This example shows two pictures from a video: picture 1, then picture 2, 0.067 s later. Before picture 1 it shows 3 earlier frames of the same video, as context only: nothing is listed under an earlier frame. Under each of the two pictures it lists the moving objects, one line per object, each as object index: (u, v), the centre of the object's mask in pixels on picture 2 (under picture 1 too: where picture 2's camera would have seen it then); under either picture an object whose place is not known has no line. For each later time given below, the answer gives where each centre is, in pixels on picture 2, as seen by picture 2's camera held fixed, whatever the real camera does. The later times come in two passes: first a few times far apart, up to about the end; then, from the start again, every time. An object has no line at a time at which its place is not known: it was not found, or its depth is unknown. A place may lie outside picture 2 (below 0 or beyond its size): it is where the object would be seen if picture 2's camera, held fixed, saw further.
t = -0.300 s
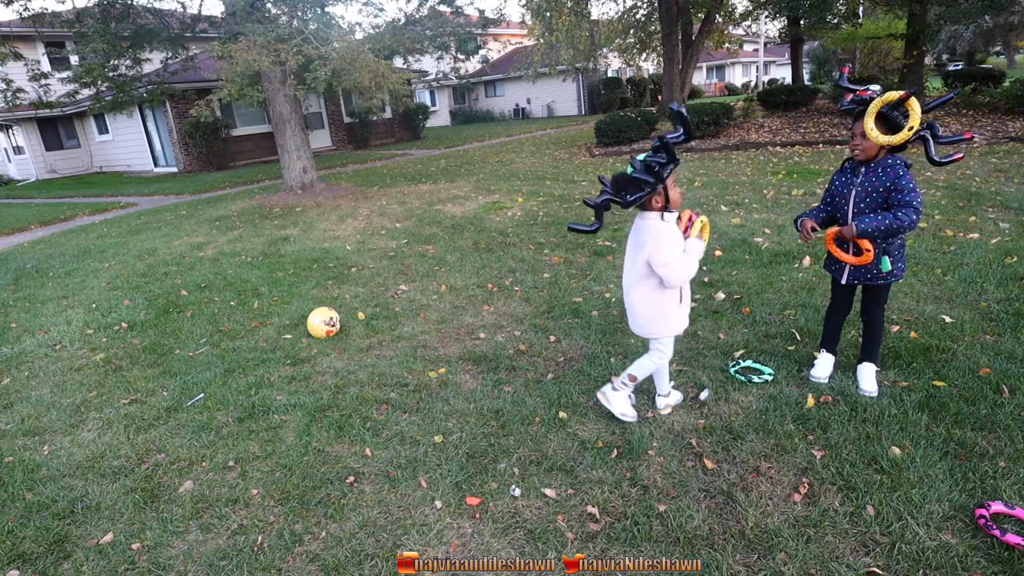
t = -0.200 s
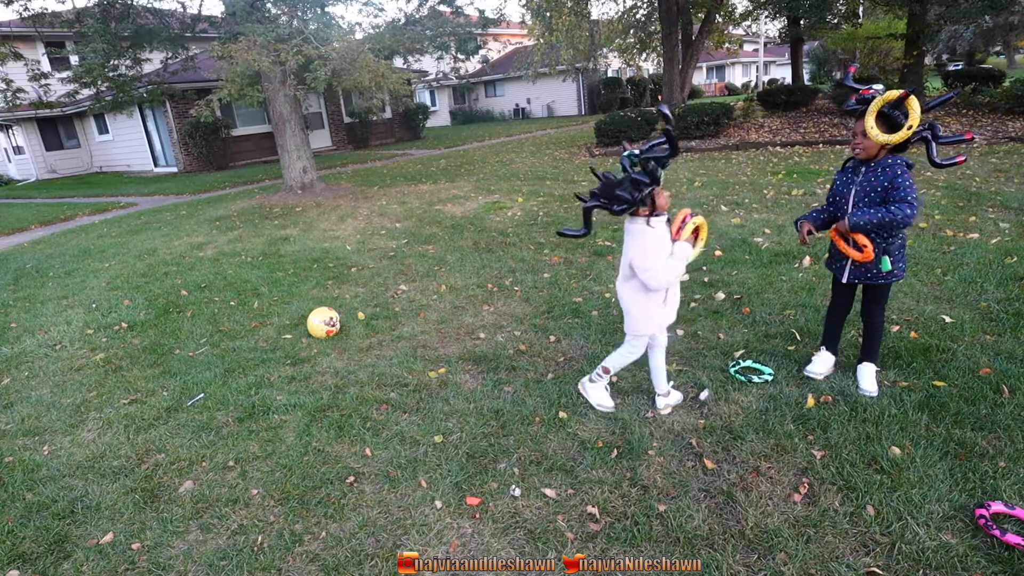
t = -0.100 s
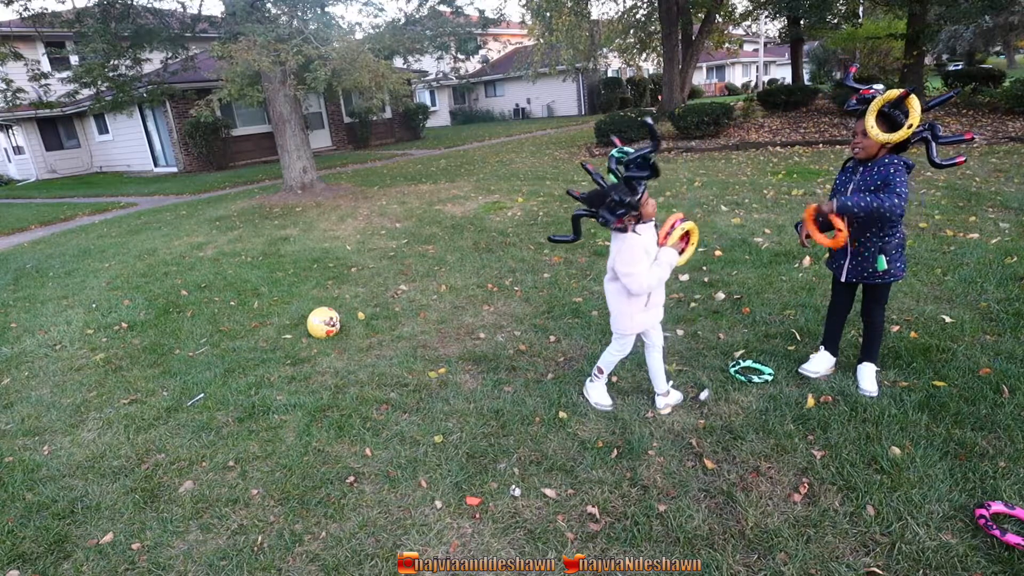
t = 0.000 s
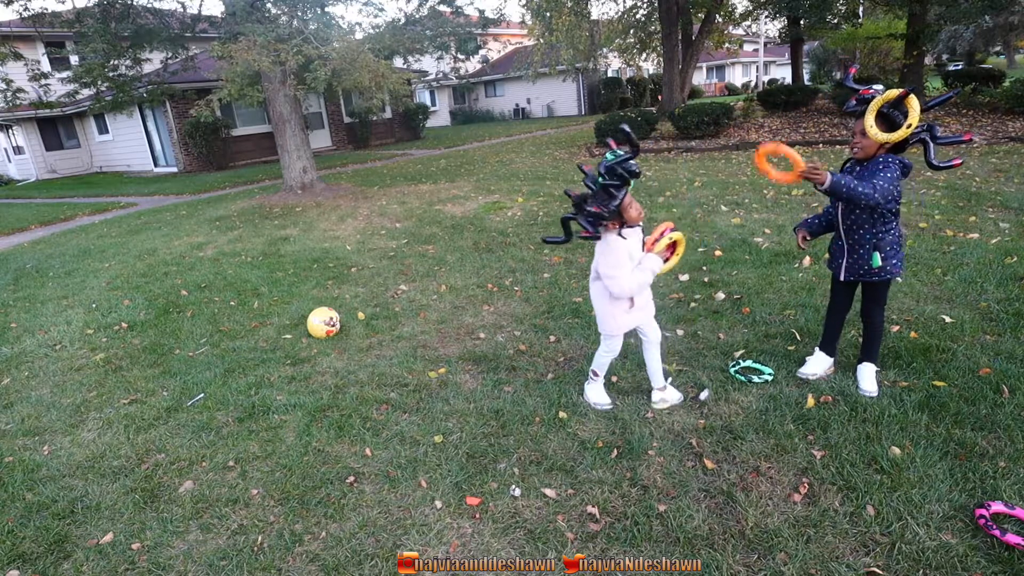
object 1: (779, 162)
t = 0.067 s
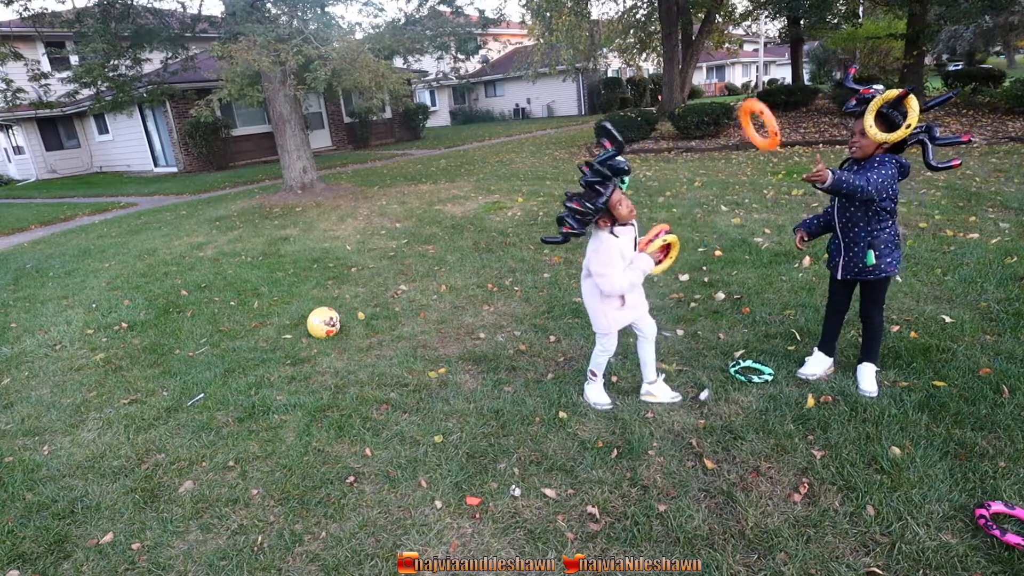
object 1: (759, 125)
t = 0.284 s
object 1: (686, 69)
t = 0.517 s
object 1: (635, 157)
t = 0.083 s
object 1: (754, 117)
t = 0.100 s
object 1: (749, 110)
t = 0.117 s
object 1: (743, 104)
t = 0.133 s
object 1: (739, 98)
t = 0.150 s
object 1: (732, 93)
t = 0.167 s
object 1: (726, 88)
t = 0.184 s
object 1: (720, 83)
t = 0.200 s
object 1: (713, 79)
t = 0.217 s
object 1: (708, 76)
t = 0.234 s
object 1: (702, 72)
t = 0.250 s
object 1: (696, 70)
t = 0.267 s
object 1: (690, 69)
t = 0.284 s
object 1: (686, 69)
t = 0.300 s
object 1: (682, 69)
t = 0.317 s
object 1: (678, 71)
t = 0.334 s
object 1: (674, 73)
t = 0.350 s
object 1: (670, 76)
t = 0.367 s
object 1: (666, 81)
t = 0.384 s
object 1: (662, 87)
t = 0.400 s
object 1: (658, 94)
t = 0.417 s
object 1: (655, 101)
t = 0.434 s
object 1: (651, 108)
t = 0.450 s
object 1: (648, 116)
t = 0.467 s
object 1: (644, 126)
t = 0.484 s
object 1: (641, 135)
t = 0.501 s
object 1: (638, 146)
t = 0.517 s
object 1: (635, 157)
